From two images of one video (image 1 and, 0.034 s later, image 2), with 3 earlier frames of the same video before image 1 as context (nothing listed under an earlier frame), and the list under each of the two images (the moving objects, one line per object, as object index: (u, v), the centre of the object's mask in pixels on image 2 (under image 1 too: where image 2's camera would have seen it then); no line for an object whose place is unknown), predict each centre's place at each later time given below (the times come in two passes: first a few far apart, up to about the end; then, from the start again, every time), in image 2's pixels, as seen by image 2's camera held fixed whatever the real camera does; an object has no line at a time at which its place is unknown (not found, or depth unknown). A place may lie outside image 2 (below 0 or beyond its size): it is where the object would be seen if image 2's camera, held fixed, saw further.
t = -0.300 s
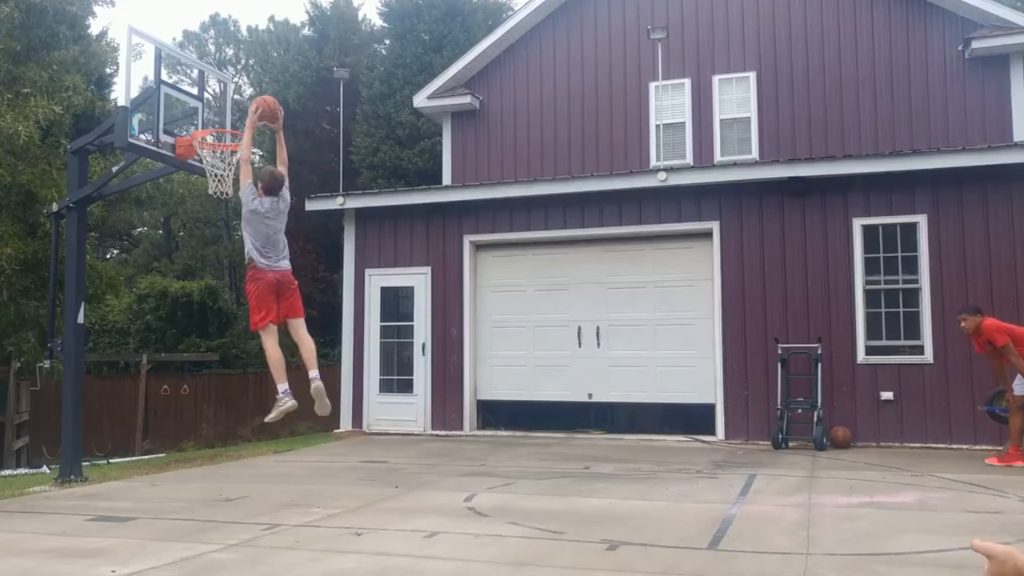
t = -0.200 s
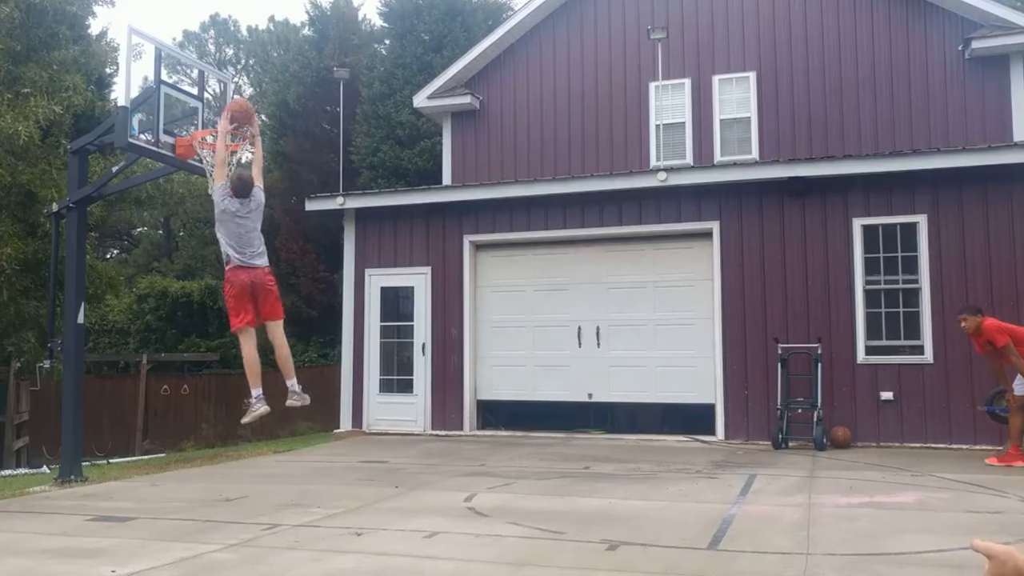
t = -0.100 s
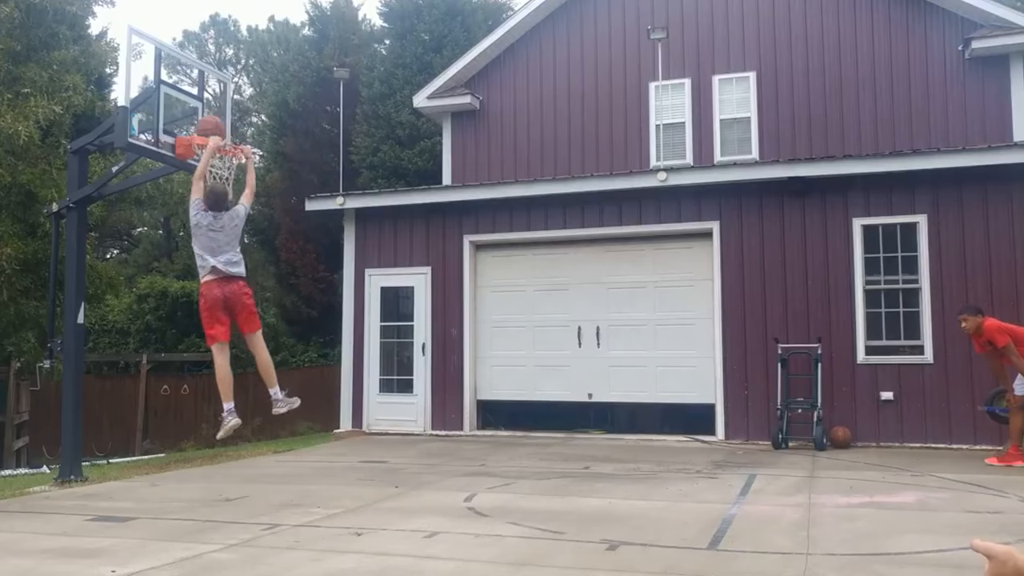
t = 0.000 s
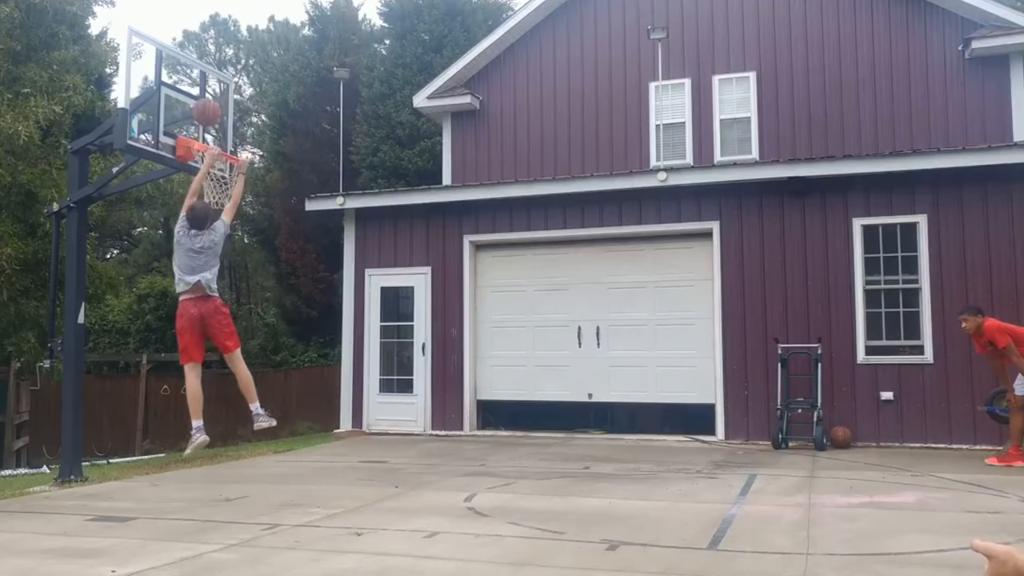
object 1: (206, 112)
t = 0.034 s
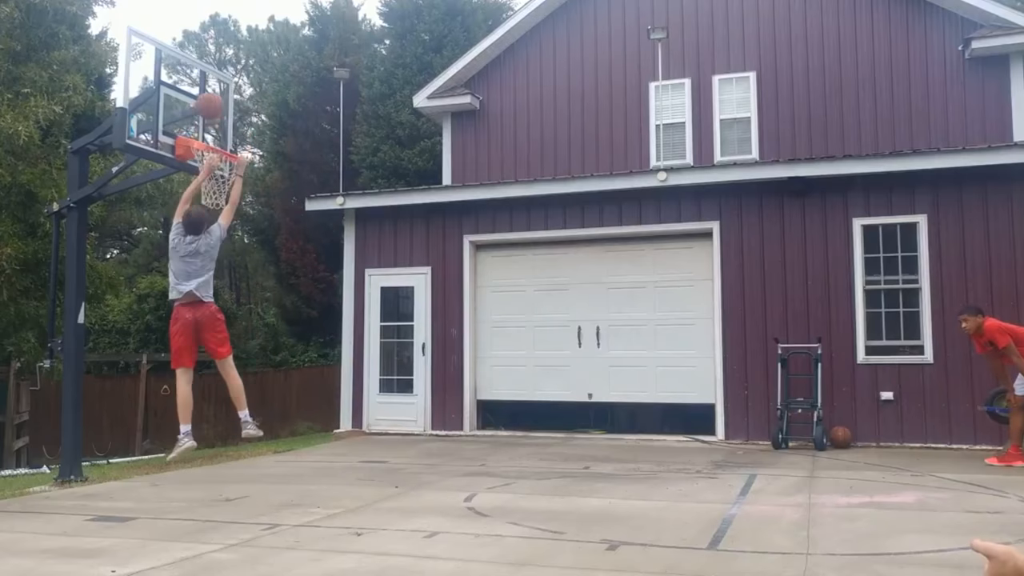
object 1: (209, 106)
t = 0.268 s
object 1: (244, 92)
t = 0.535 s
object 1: (276, 153)
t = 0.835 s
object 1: (314, 322)
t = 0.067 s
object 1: (214, 100)
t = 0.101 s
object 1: (218, 96)
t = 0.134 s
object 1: (223, 94)
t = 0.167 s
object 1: (227, 91)
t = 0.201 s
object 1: (232, 91)
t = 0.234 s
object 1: (237, 90)
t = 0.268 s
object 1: (244, 92)
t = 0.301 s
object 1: (246, 95)
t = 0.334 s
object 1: (250, 102)
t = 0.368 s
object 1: (254, 107)
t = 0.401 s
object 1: (258, 114)
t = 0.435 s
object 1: (263, 121)
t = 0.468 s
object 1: (268, 131)
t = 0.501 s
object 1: (272, 142)
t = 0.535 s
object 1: (276, 153)
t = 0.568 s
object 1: (280, 166)
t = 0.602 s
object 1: (285, 183)
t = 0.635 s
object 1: (289, 198)
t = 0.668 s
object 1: (293, 216)
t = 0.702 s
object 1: (297, 234)
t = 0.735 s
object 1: (302, 254)
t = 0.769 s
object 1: (306, 275)
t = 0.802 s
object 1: (310, 298)
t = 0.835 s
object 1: (314, 322)
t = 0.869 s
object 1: (318, 346)
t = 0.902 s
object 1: (322, 373)
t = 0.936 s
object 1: (326, 403)
